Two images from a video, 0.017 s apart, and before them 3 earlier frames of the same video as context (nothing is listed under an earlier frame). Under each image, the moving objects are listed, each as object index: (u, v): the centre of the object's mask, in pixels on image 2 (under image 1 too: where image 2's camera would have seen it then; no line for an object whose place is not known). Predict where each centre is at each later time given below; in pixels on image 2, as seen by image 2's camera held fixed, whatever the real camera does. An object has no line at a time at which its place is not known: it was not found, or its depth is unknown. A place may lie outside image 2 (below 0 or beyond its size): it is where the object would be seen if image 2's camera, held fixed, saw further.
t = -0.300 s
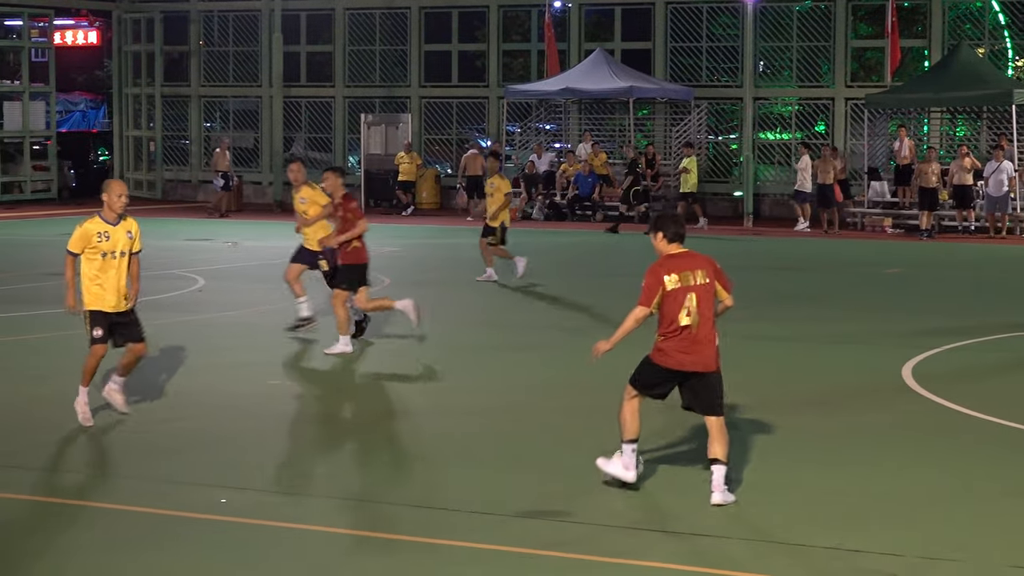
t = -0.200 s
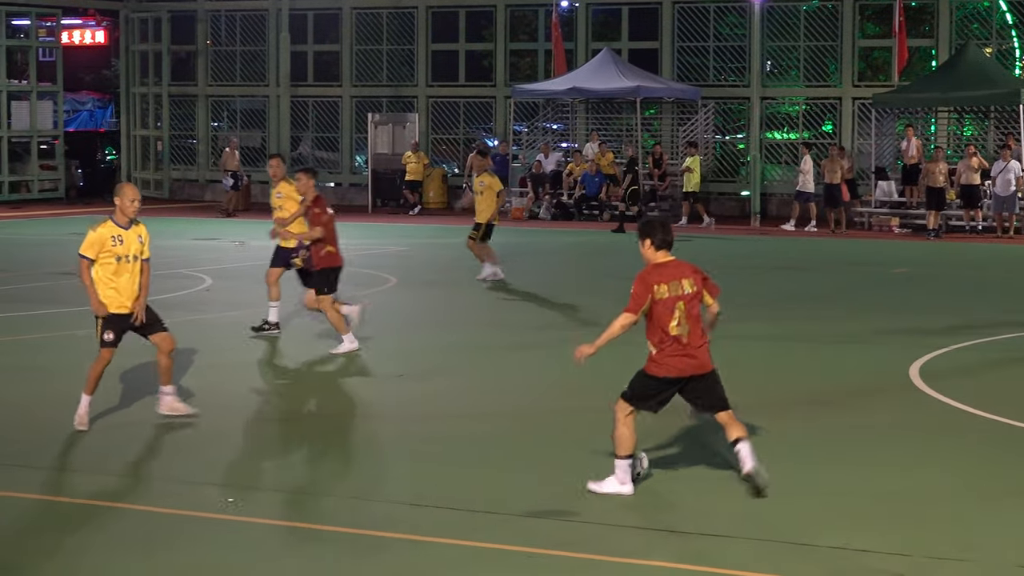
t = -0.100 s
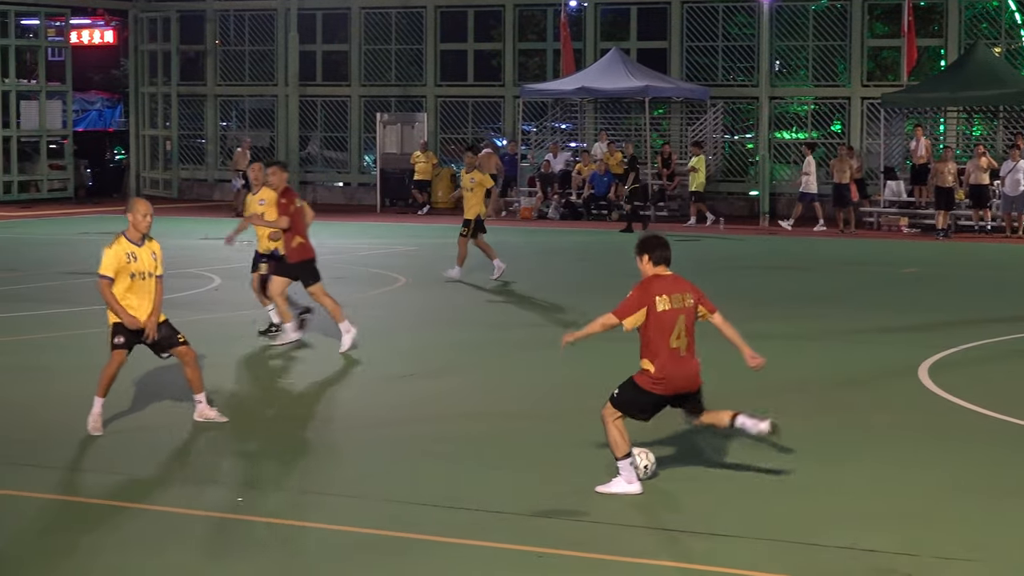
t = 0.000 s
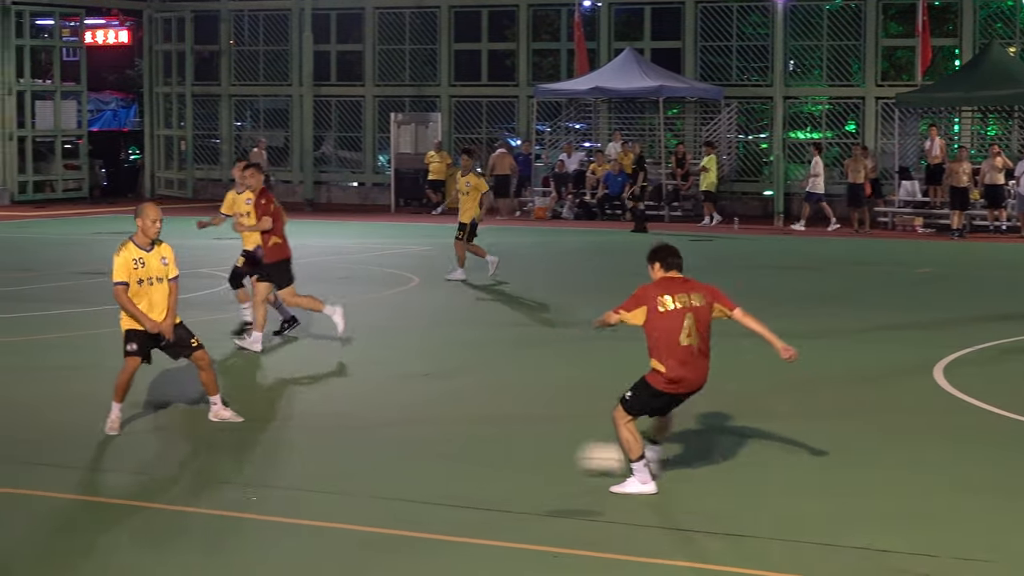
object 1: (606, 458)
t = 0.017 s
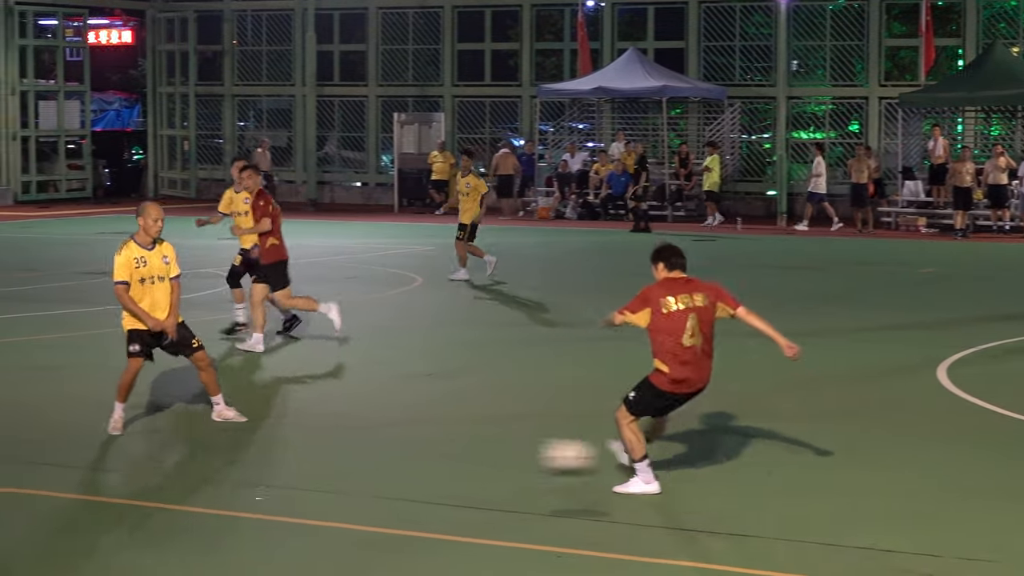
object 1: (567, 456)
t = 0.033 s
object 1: (524, 454)
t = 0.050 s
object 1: (479, 452)
